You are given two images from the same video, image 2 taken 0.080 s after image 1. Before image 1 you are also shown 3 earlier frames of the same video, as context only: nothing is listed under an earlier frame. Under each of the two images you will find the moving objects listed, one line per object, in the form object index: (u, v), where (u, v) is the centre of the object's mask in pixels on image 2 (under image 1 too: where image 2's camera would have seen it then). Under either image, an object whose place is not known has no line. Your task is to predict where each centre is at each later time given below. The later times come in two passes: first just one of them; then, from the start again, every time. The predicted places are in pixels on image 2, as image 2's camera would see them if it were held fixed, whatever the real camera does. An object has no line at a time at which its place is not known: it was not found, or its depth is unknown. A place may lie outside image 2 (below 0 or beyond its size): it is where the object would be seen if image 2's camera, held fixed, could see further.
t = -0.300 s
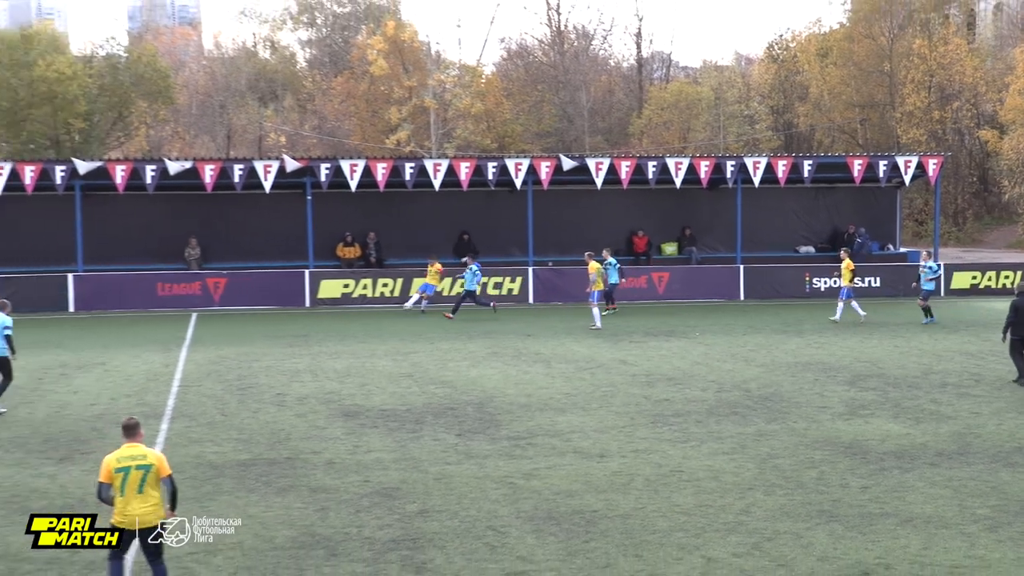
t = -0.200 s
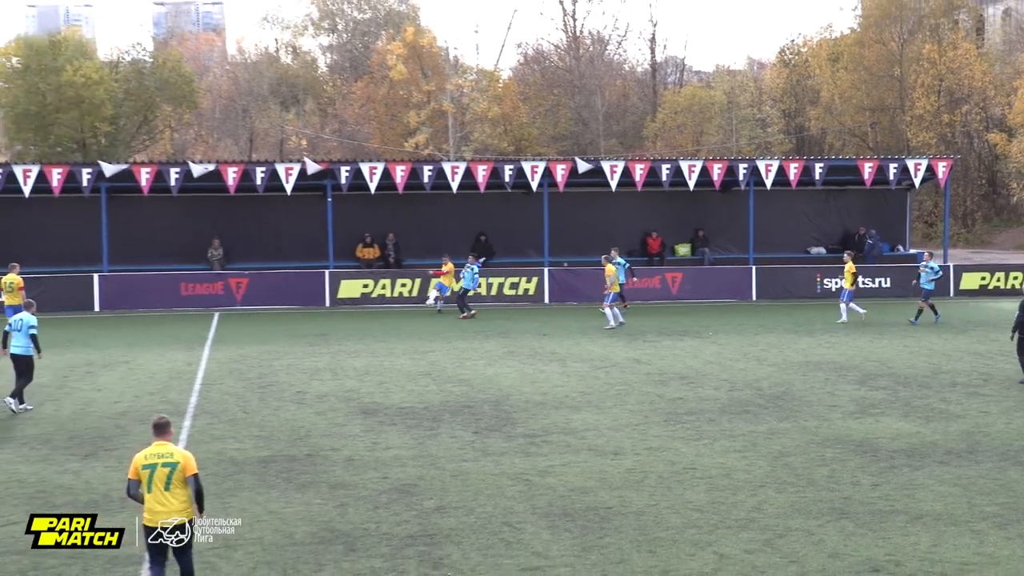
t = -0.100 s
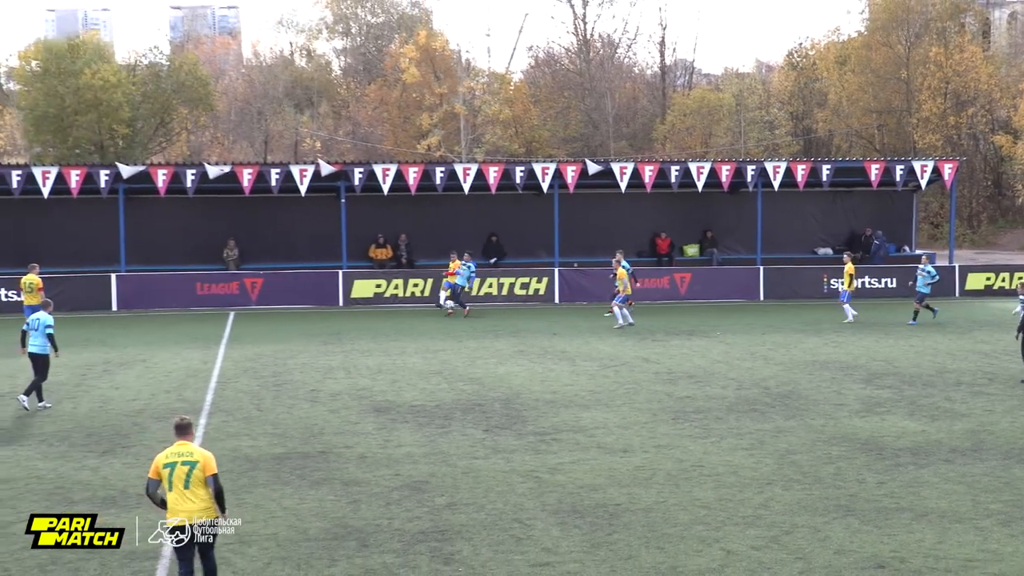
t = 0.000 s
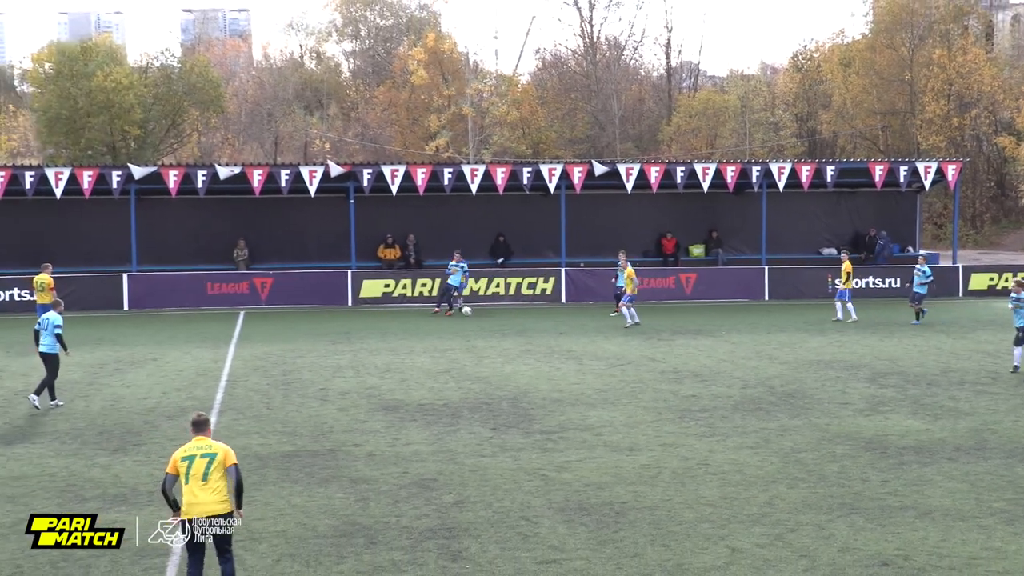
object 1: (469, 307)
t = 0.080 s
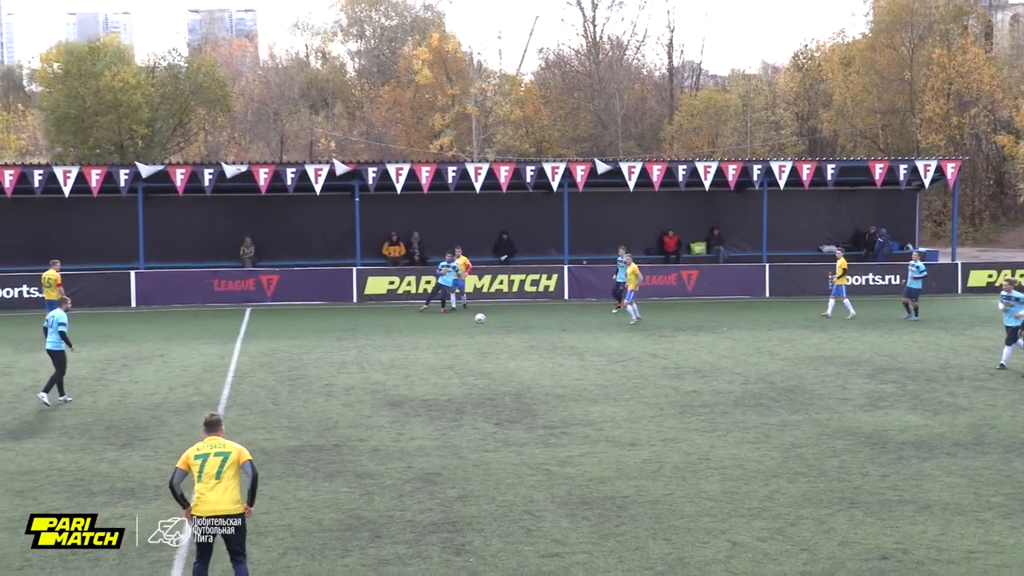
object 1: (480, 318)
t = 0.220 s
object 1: (500, 346)
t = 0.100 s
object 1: (483, 322)
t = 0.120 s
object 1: (486, 325)
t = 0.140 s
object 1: (489, 328)
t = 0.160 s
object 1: (491, 334)
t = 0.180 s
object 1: (495, 338)
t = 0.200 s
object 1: (497, 342)
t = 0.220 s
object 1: (500, 346)
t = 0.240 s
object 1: (502, 351)
